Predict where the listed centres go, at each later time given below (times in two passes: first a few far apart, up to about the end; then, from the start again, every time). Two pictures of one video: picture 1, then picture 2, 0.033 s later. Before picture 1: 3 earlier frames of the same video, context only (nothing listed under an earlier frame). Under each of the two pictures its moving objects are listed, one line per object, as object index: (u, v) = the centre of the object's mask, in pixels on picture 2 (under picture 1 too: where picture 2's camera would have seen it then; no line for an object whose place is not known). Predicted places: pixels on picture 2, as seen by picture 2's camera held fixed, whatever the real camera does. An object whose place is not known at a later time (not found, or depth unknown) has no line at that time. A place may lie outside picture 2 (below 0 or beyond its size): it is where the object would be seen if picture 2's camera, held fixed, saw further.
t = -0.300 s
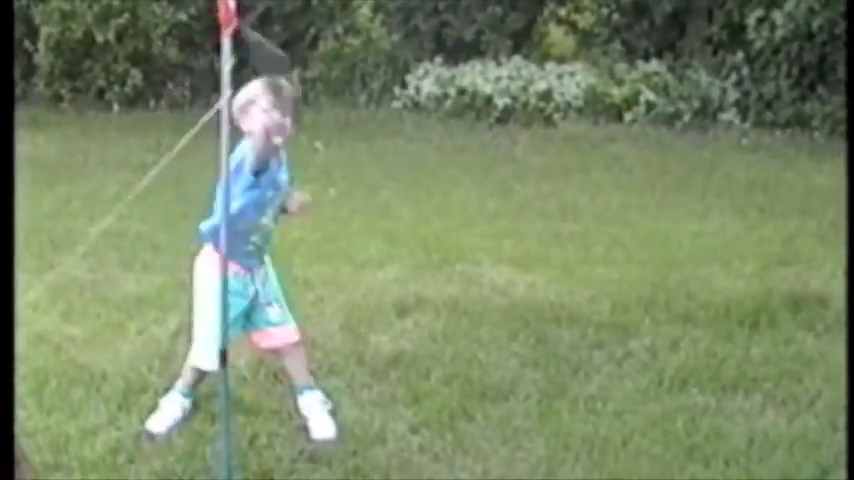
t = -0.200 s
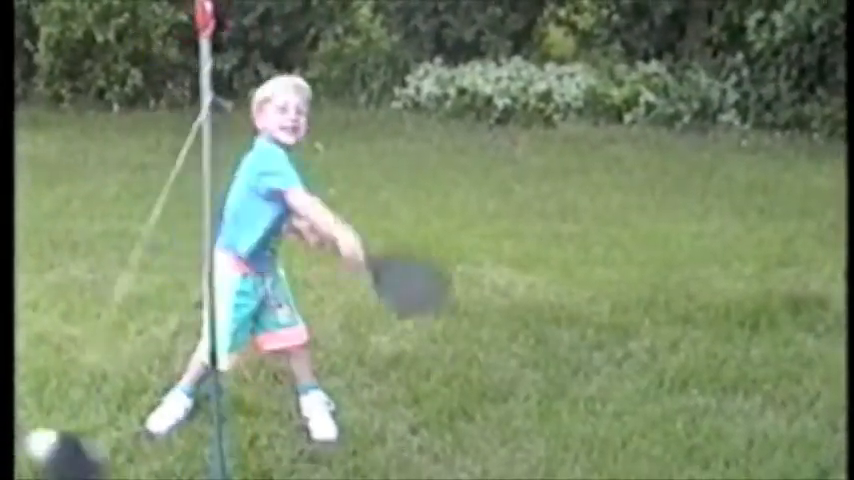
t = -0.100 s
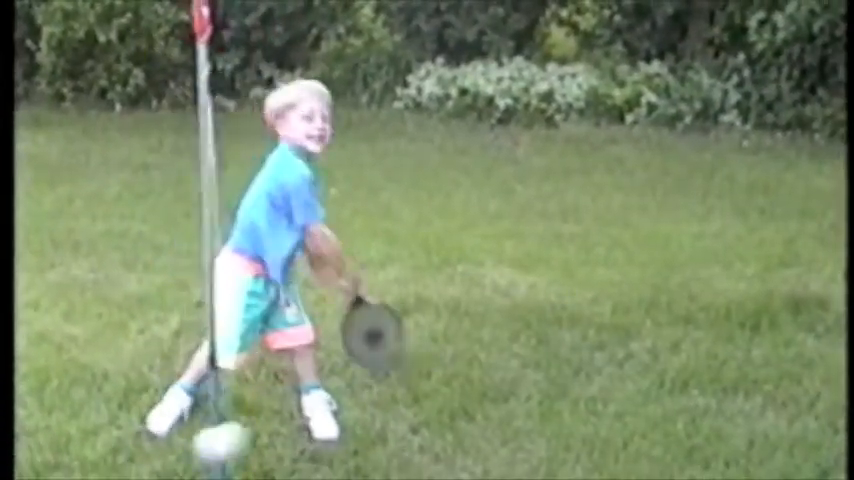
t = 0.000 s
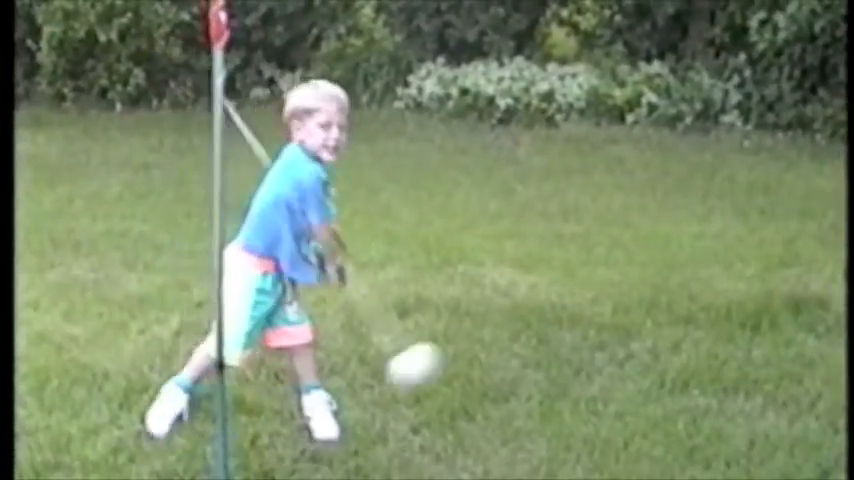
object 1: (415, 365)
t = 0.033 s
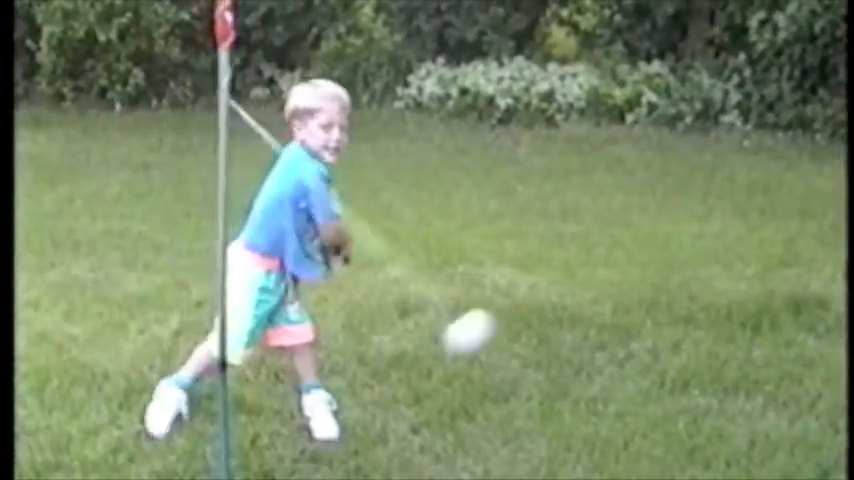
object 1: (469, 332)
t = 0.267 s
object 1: (626, 171)
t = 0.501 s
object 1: (498, 205)
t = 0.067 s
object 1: (514, 299)
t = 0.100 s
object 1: (552, 266)
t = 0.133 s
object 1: (579, 237)
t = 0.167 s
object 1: (602, 214)
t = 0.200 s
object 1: (616, 195)
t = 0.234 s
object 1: (623, 180)
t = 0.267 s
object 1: (626, 171)
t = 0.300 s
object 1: (623, 166)
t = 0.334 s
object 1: (613, 164)
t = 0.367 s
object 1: (600, 168)
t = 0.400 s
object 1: (582, 174)
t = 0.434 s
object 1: (559, 183)
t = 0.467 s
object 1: (530, 193)
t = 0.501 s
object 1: (498, 205)
